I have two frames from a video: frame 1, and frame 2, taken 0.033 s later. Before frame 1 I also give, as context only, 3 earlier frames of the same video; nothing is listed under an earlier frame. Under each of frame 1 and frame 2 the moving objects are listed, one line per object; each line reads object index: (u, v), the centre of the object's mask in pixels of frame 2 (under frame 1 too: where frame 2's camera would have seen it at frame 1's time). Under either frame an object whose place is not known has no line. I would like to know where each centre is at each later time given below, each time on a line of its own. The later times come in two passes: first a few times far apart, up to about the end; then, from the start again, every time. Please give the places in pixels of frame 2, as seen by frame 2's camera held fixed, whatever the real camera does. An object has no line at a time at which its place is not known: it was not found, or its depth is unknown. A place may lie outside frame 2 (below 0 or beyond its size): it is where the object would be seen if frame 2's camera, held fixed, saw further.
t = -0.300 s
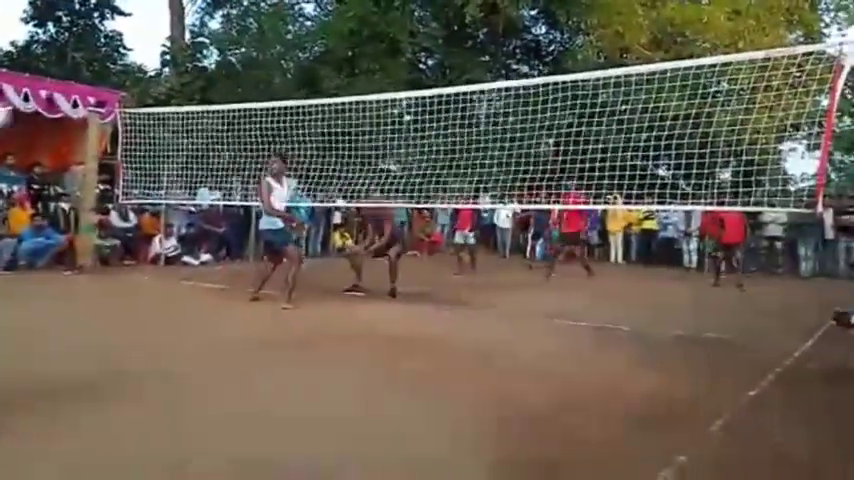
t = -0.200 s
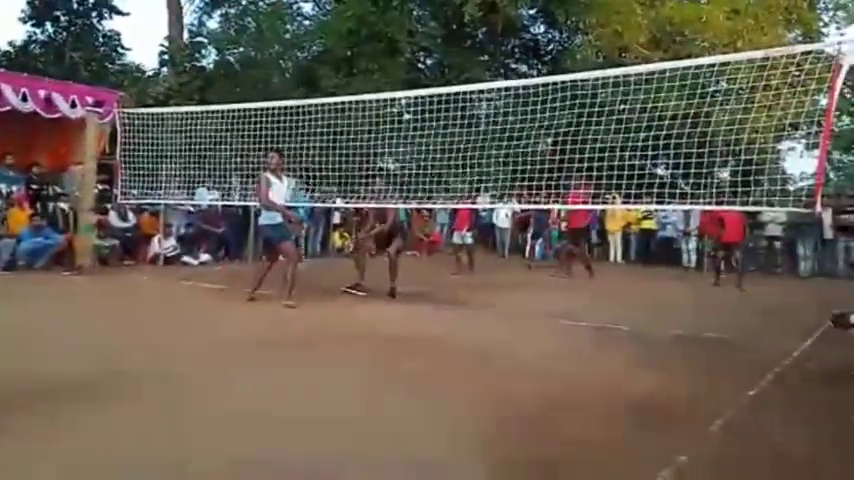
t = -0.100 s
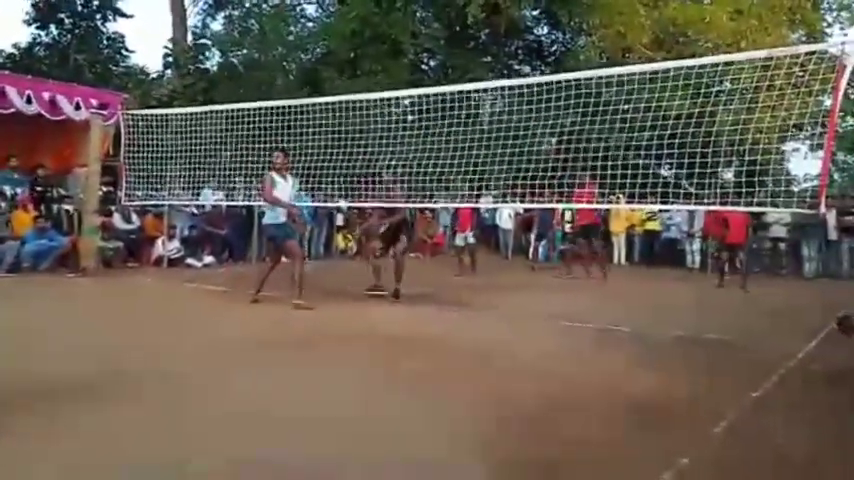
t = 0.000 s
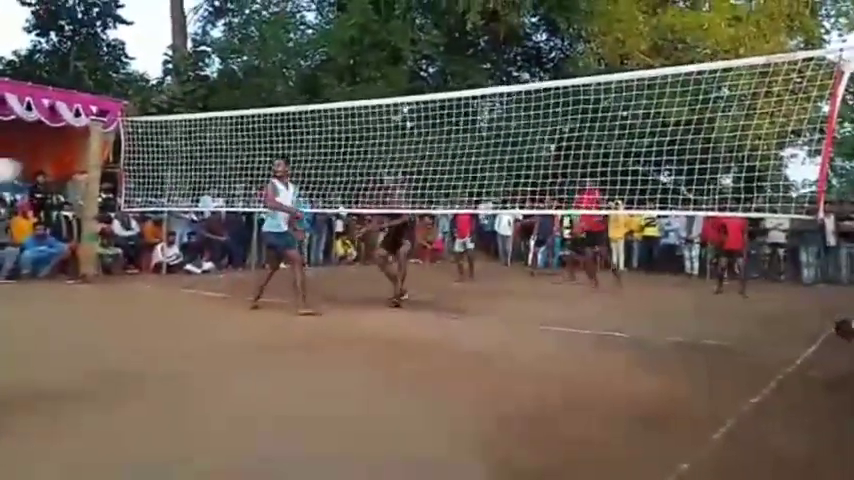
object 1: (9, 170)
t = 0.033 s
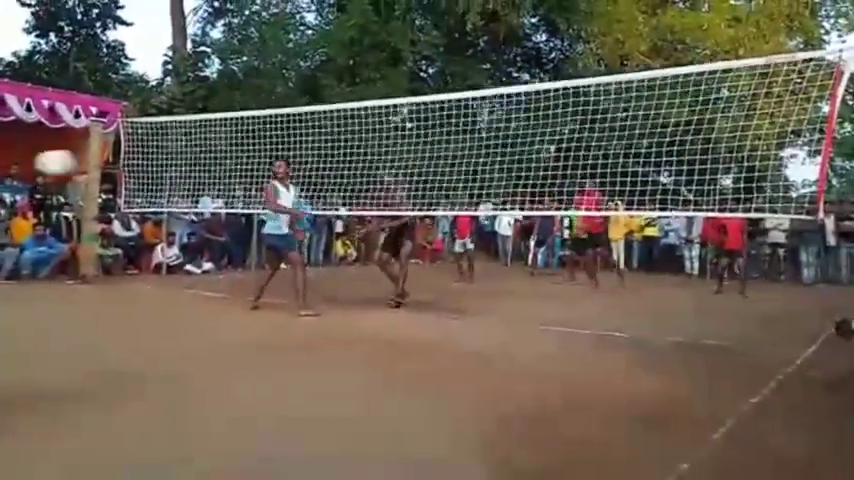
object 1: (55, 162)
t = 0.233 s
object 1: (306, 142)
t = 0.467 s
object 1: (442, 152)
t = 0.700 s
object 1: (427, 176)
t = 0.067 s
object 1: (106, 155)
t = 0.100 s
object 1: (153, 149)
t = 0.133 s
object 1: (196, 145)
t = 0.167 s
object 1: (236, 143)
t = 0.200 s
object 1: (272, 142)
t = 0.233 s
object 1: (306, 142)
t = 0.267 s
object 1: (338, 143)
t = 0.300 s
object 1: (368, 145)
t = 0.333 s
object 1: (395, 148)
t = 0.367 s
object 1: (420, 151)
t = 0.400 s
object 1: (434, 152)
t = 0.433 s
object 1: (440, 152)
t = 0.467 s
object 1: (442, 152)
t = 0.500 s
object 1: (442, 153)
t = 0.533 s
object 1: (443, 156)
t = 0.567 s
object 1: (440, 158)
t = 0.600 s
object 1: (437, 162)
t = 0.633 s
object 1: (434, 165)
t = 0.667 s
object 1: (430, 170)
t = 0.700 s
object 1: (427, 176)
